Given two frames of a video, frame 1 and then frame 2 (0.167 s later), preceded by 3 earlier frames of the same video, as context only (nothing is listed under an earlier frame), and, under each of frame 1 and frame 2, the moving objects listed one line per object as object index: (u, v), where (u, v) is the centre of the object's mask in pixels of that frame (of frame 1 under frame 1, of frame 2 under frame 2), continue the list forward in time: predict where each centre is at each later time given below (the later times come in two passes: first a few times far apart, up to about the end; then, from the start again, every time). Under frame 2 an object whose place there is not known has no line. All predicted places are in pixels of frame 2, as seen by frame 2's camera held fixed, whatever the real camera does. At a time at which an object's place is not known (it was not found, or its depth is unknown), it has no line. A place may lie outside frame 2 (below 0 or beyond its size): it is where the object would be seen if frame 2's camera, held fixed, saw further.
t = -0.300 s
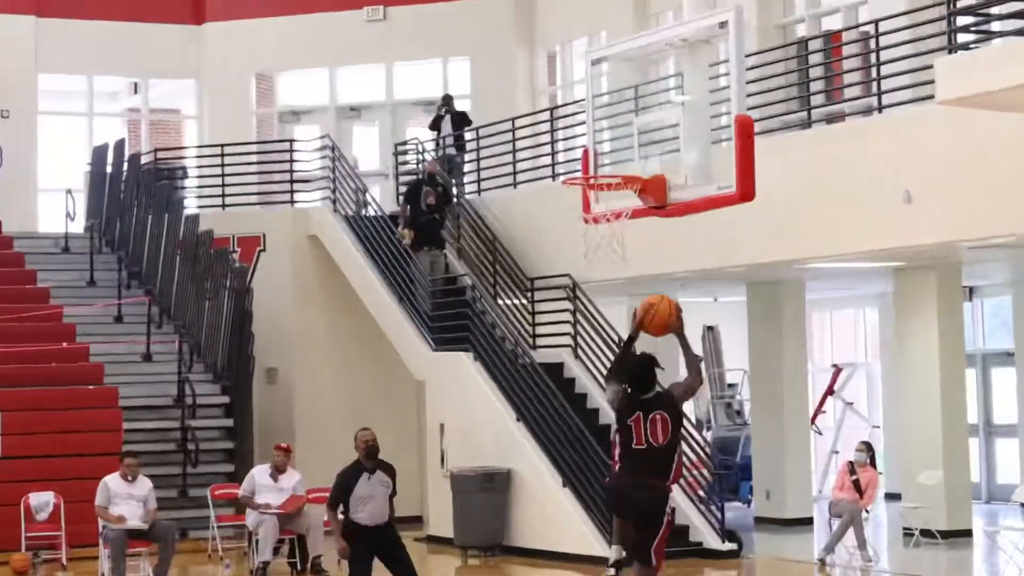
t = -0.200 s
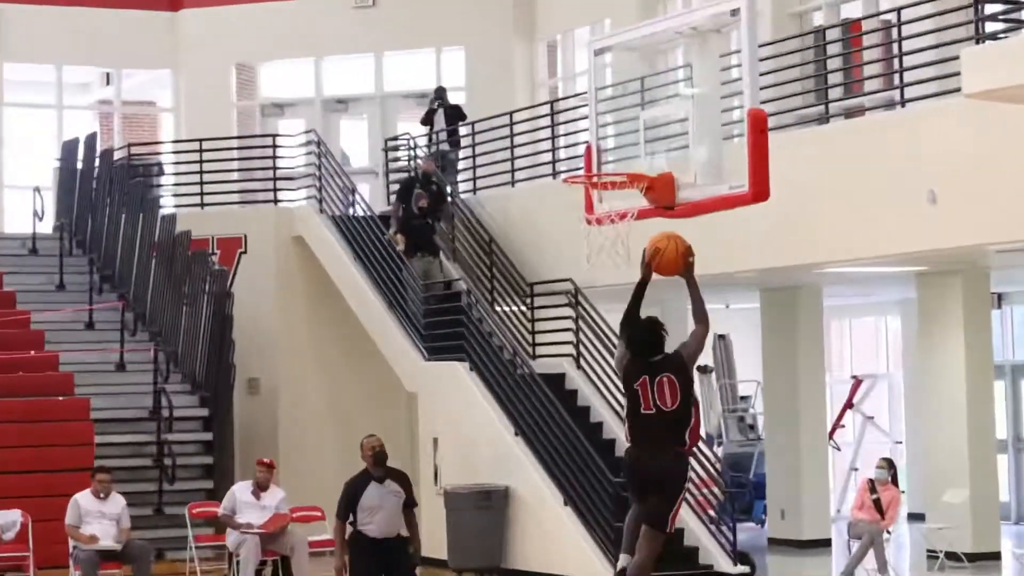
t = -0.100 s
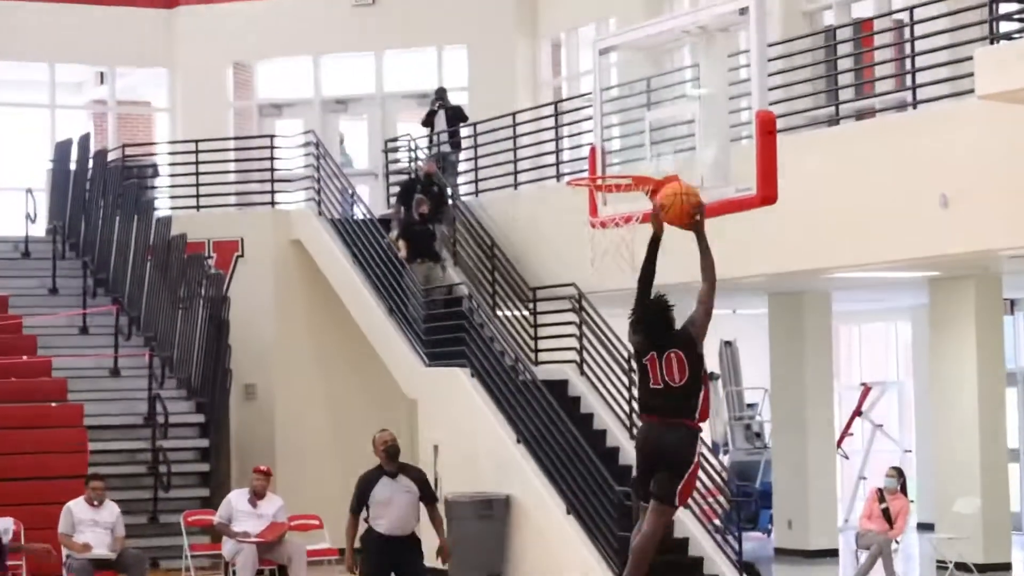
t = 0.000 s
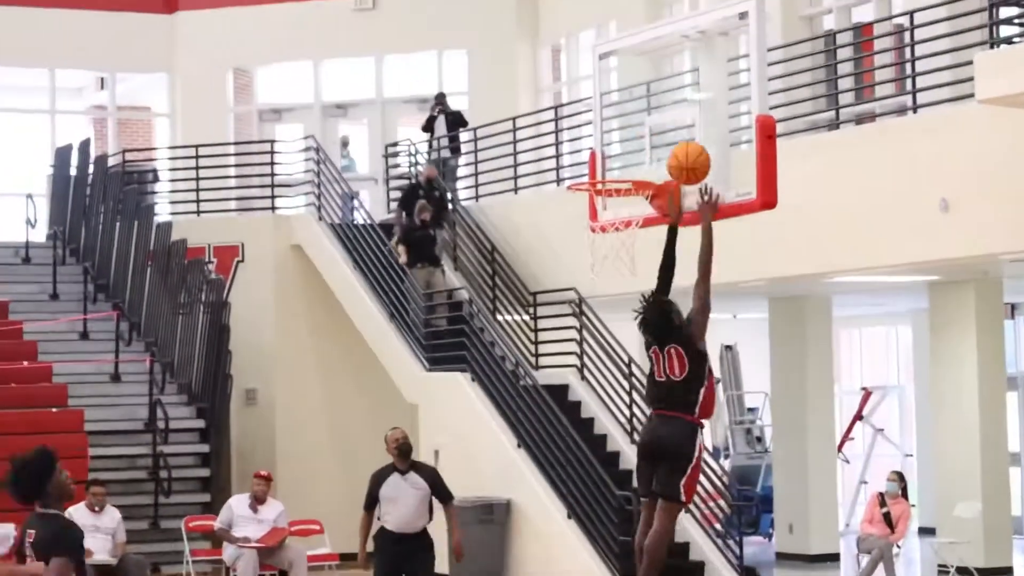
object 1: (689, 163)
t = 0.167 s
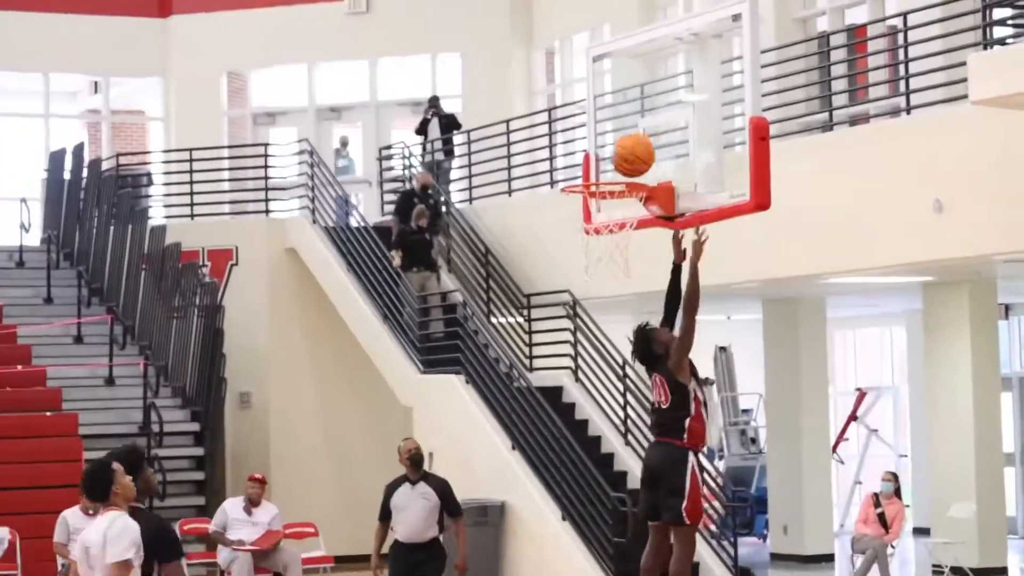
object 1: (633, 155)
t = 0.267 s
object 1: (605, 168)
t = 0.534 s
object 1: (586, 241)
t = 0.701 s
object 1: (597, 293)
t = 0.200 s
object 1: (622, 160)
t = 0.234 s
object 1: (611, 166)
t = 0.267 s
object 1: (605, 168)
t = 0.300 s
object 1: (599, 169)
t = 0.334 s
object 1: (593, 181)
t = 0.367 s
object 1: (590, 187)
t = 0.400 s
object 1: (589, 196)
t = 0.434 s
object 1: (588, 206)
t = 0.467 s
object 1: (587, 217)
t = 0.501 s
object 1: (586, 229)
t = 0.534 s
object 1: (586, 241)
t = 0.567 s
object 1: (587, 249)
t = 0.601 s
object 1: (590, 257)
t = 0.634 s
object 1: (592, 268)
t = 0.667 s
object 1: (594, 279)
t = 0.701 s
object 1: (597, 293)
